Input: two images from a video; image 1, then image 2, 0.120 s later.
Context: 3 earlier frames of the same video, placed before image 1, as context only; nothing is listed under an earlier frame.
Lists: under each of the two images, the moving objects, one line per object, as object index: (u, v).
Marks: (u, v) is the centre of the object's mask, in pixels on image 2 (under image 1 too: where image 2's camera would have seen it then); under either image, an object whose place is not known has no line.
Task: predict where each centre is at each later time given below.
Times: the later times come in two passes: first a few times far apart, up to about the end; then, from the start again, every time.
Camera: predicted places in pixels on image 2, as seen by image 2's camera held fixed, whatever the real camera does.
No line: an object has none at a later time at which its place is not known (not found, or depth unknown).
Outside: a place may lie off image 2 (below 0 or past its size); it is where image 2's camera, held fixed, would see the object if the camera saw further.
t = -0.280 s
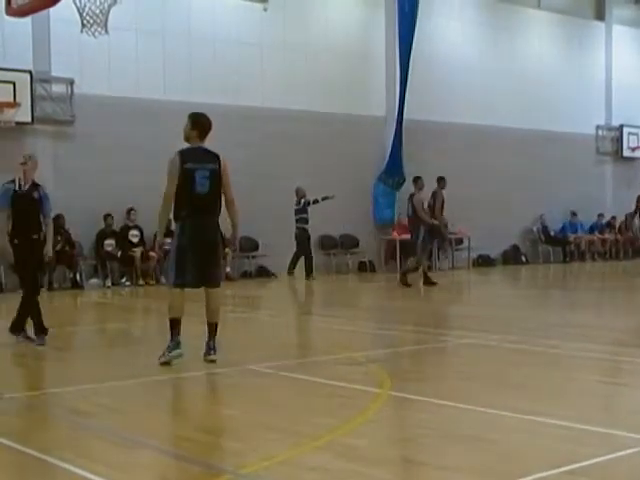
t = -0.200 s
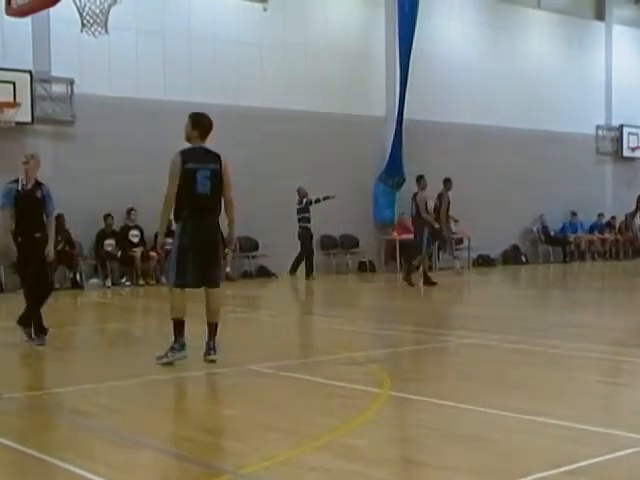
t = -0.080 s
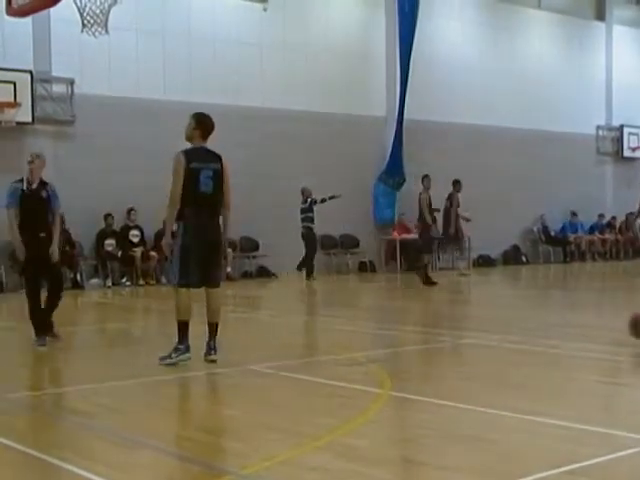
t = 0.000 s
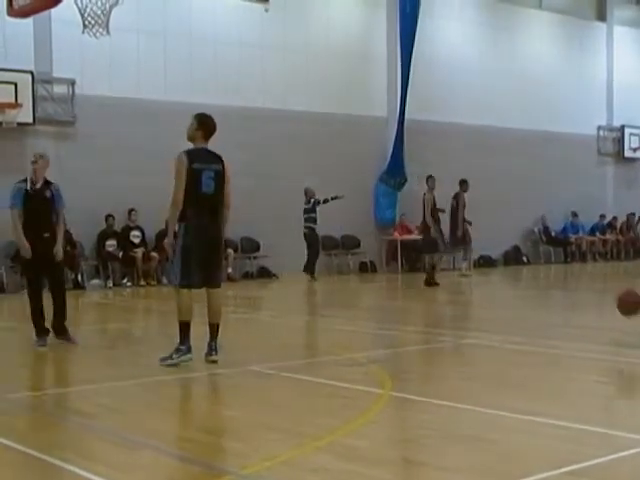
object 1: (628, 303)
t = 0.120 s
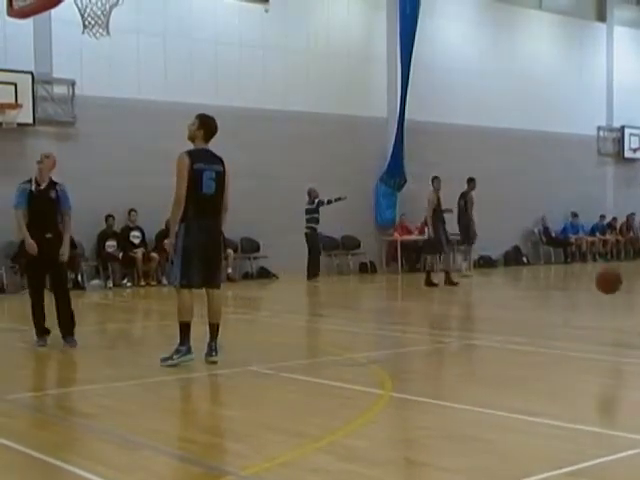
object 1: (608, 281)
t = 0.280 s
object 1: (582, 276)
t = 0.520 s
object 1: (540, 324)
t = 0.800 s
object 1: (489, 298)
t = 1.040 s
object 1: (447, 328)
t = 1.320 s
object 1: (396, 314)
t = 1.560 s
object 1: (353, 339)
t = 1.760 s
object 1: (317, 327)
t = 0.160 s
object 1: (602, 276)
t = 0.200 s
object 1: (595, 275)
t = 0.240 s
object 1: (588, 275)
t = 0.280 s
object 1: (582, 276)
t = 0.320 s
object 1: (575, 281)
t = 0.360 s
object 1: (568, 285)
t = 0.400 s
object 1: (561, 292)
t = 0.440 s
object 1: (553, 301)
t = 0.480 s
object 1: (546, 312)
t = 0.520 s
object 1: (540, 324)
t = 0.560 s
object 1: (533, 337)
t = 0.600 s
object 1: (526, 326)
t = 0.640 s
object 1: (518, 317)
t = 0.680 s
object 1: (511, 310)
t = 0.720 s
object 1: (504, 304)
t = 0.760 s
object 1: (497, 302)
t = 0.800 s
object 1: (489, 298)
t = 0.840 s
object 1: (482, 299)
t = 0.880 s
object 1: (475, 300)
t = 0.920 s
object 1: (467, 305)
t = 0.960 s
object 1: (461, 310)
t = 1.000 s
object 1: (454, 318)
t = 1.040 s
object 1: (447, 328)
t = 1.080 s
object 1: (440, 338)
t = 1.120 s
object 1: (432, 334)
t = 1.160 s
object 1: (425, 327)
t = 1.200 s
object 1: (418, 321)
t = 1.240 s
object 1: (411, 316)
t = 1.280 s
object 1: (403, 314)
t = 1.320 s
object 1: (396, 314)
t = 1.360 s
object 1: (389, 316)
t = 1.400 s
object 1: (382, 319)
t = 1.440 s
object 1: (375, 325)
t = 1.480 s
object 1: (368, 333)
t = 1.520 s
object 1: (361, 342)
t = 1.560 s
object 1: (353, 339)
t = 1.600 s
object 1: (346, 333)
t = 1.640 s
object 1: (339, 329)
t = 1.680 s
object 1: (331, 326)
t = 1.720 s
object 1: (324, 326)
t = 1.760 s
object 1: (317, 327)
